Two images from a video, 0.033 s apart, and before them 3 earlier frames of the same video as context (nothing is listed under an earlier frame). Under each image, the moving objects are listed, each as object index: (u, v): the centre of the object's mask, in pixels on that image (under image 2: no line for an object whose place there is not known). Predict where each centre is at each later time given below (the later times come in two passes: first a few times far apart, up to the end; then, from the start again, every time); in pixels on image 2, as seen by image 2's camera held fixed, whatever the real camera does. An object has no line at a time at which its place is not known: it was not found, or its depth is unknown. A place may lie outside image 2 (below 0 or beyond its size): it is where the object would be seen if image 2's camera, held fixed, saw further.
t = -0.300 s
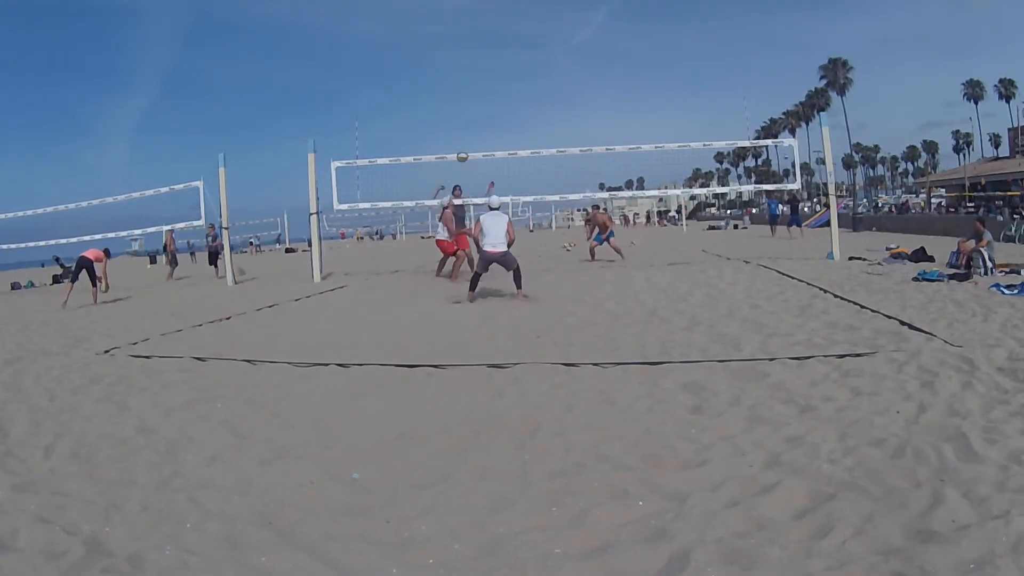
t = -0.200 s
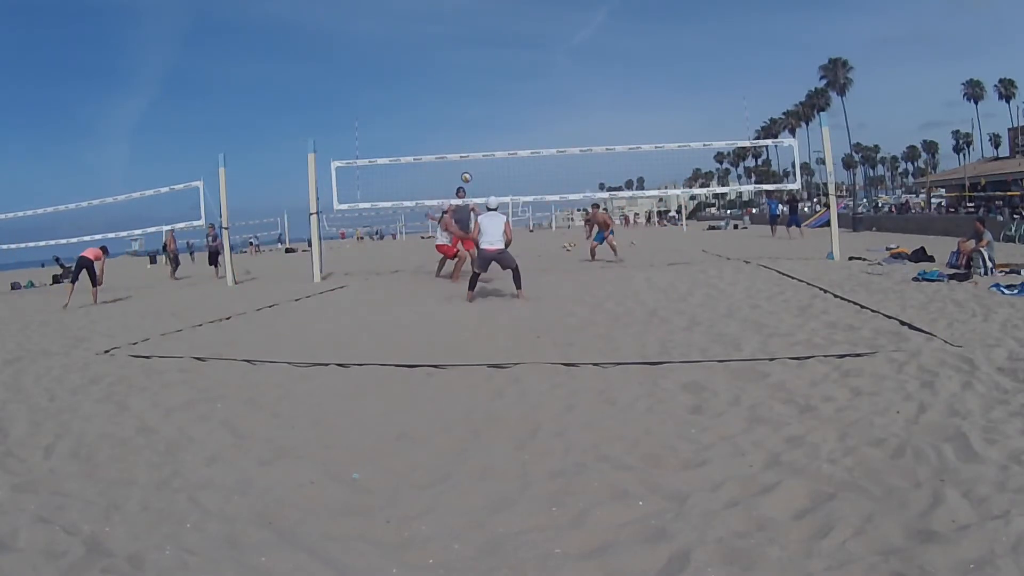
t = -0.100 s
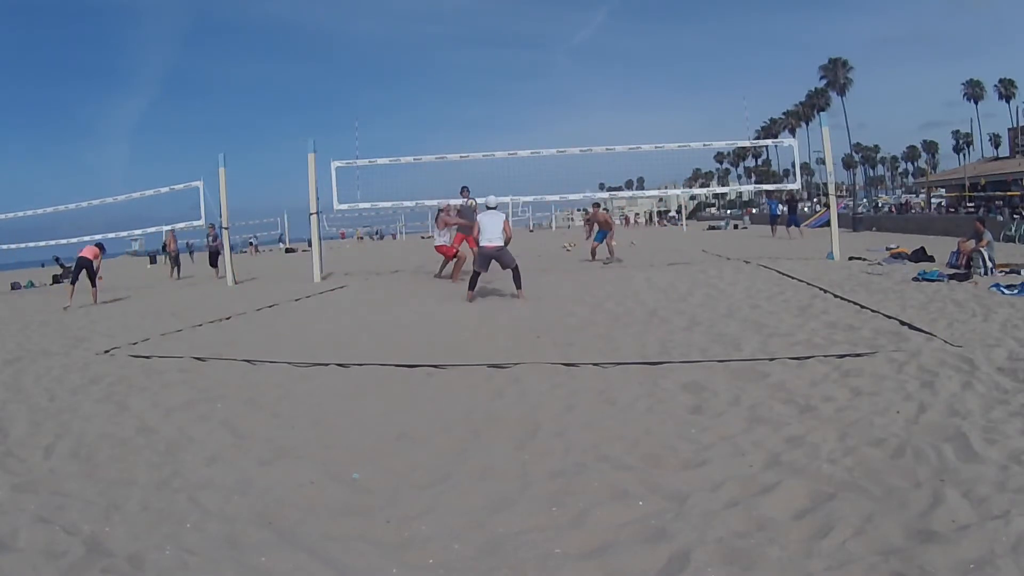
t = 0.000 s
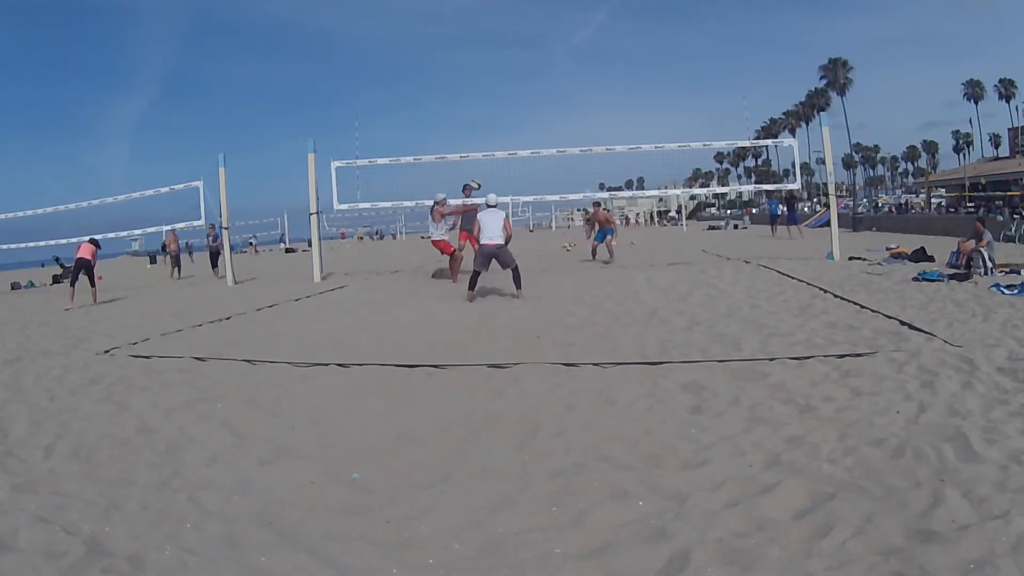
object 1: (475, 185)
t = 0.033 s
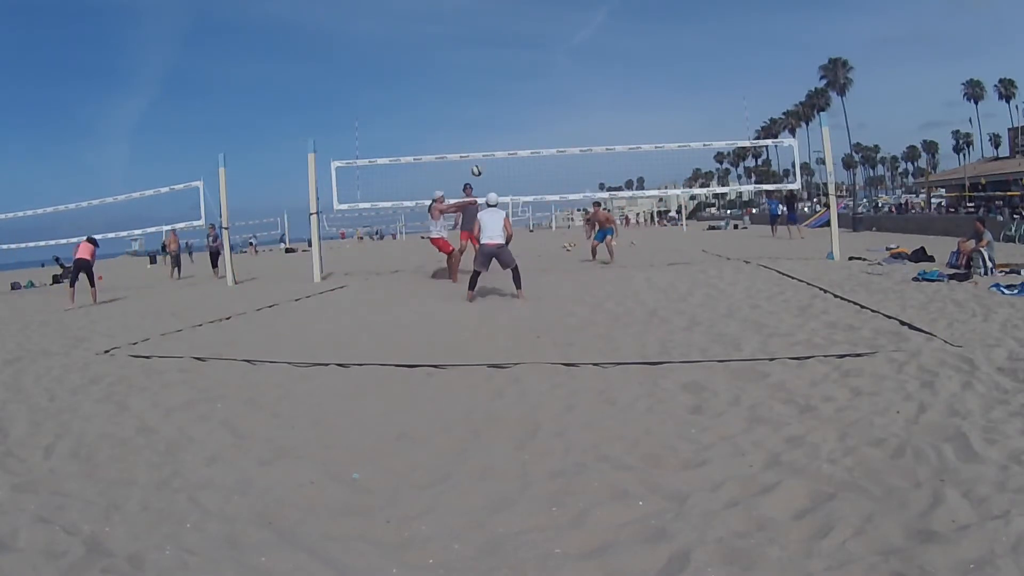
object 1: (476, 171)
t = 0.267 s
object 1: (488, 87)
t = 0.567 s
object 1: (505, 21)
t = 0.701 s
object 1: (514, 7)
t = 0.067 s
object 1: (478, 157)
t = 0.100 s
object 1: (480, 144)
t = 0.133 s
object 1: (481, 131)
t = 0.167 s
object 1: (483, 119)
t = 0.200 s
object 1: (484, 108)
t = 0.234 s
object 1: (486, 96)
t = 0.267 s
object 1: (488, 87)
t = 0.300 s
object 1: (490, 77)
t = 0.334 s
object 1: (491, 68)
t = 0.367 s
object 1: (493, 59)
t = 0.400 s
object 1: (495, 51)
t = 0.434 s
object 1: (497, 44)
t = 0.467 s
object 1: (499, 37)
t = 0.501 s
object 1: (501, 31)
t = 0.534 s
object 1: (503, 26)
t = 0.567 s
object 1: (505, 21)
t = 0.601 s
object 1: (507, 17)
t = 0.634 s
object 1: (509, 13)
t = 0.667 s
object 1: (511, 10)
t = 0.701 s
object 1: (514, 7)
